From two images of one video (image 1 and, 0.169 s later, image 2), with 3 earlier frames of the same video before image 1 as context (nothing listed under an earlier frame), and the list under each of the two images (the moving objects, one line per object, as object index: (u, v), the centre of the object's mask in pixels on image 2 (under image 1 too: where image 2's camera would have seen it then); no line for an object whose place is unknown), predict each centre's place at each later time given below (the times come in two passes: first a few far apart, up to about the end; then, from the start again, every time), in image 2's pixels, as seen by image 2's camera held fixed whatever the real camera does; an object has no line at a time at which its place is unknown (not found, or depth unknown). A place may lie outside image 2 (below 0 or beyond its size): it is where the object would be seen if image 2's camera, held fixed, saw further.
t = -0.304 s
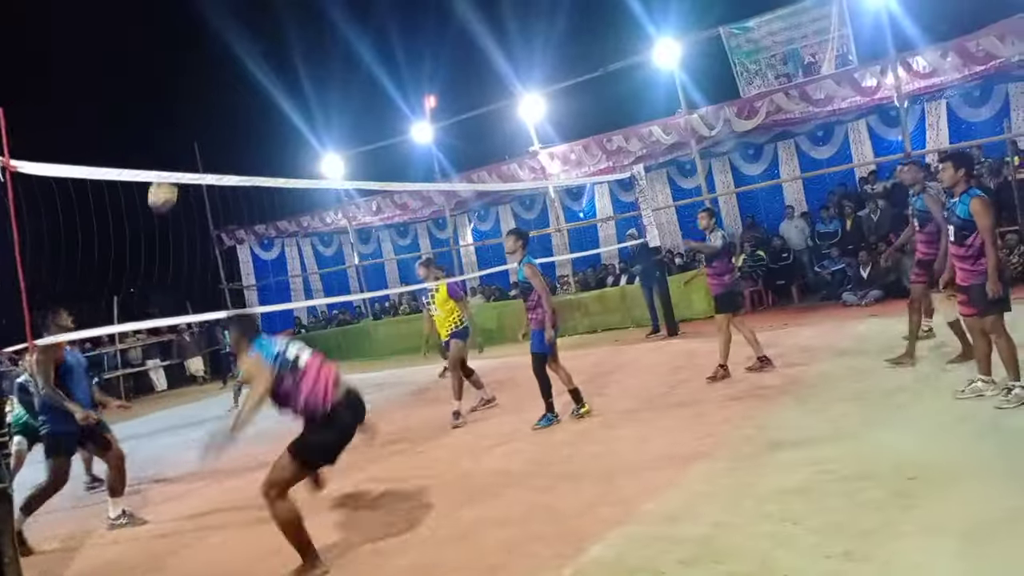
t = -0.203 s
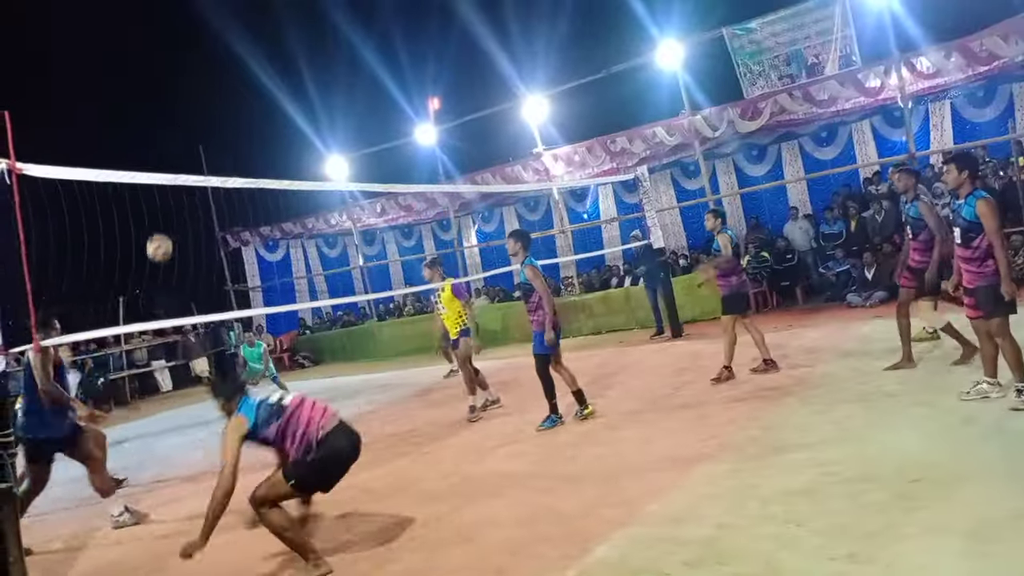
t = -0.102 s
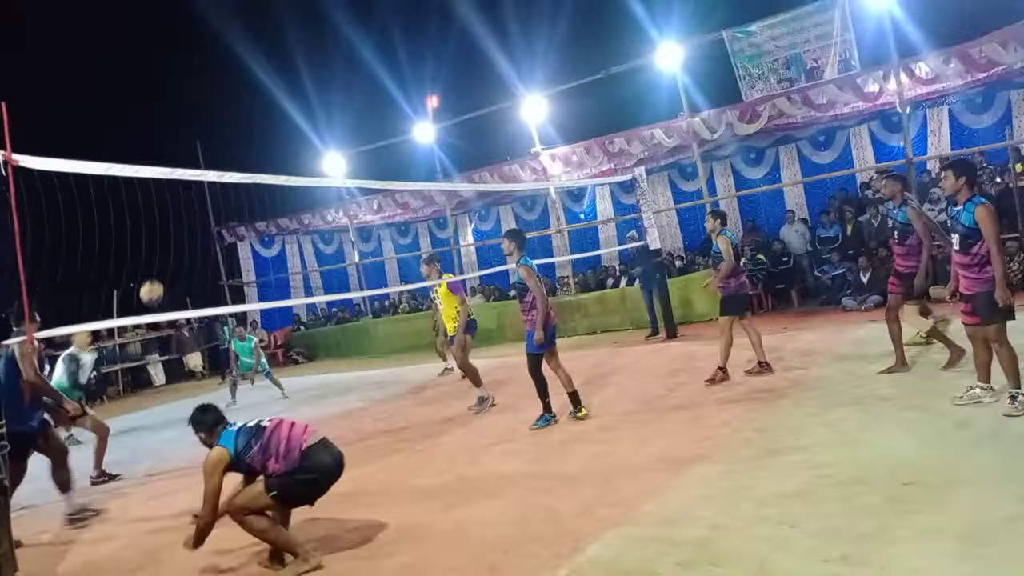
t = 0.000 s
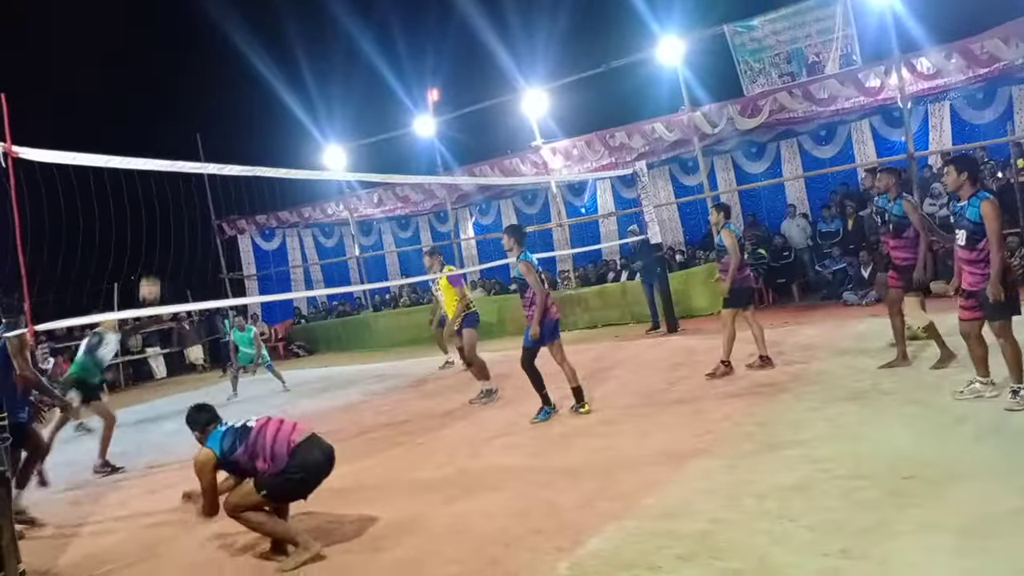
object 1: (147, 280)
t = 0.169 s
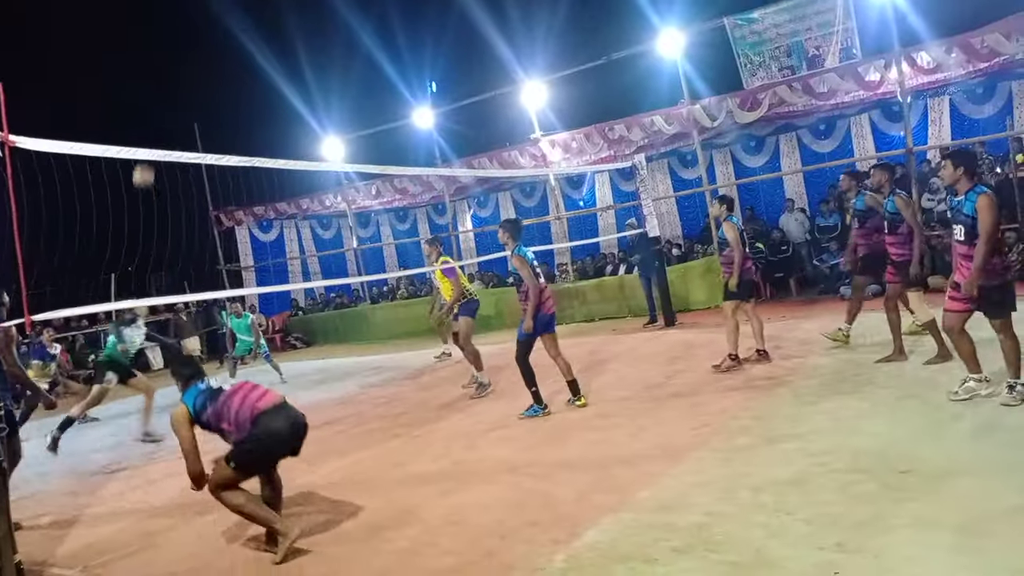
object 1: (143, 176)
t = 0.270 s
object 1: (143, 127)
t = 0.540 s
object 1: (151, 42)
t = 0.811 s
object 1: (171, 22)
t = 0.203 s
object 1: (143, 164)
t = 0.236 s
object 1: (143, 139)
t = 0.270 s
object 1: (143, 127)
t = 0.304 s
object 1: (143, 112)
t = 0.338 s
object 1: (144, 99)
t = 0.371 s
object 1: (144, 87)
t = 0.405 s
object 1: (145, 76)
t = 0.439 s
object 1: (147, 66)
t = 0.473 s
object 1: (148, 56)
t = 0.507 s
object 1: (150, 48)
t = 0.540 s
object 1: (151, 42)
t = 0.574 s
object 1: (153, 36)
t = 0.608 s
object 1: (155, 31)
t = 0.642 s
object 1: (157, 27)
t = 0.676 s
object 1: (159, 24)
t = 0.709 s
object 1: (162, 22)
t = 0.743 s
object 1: (165, 22)
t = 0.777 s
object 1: (168, 21)
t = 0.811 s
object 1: (171, 22)
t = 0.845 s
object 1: (172, 23)
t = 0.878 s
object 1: (176, 26)
